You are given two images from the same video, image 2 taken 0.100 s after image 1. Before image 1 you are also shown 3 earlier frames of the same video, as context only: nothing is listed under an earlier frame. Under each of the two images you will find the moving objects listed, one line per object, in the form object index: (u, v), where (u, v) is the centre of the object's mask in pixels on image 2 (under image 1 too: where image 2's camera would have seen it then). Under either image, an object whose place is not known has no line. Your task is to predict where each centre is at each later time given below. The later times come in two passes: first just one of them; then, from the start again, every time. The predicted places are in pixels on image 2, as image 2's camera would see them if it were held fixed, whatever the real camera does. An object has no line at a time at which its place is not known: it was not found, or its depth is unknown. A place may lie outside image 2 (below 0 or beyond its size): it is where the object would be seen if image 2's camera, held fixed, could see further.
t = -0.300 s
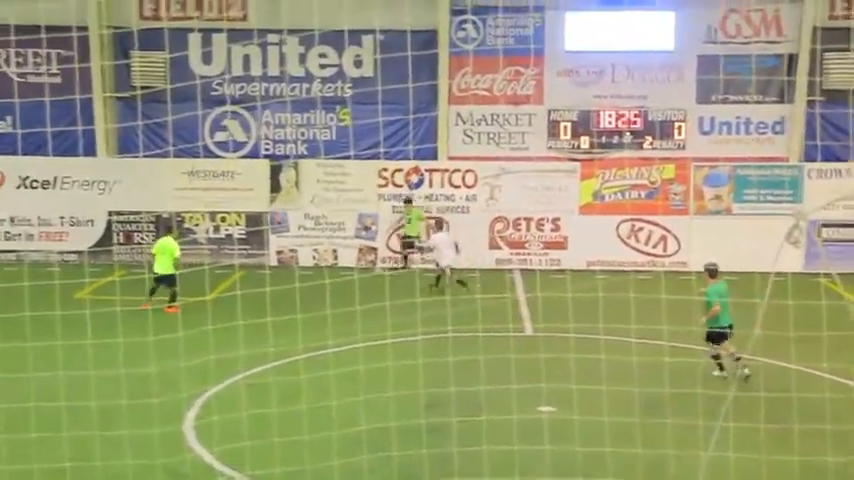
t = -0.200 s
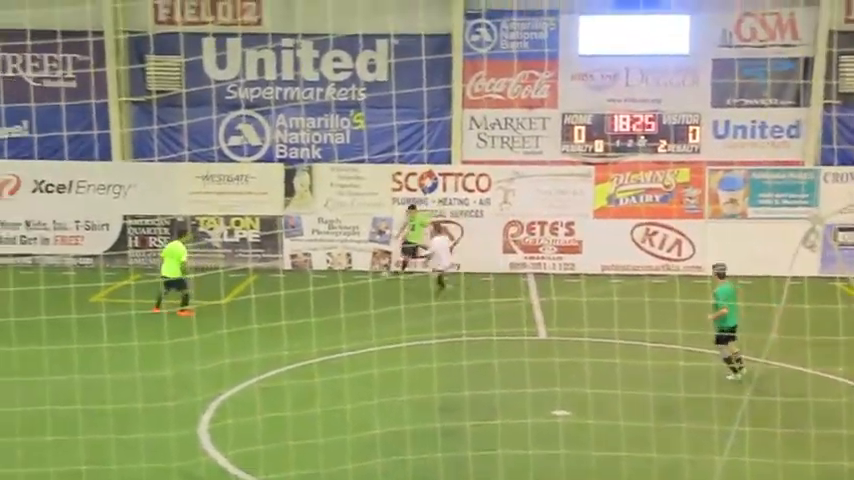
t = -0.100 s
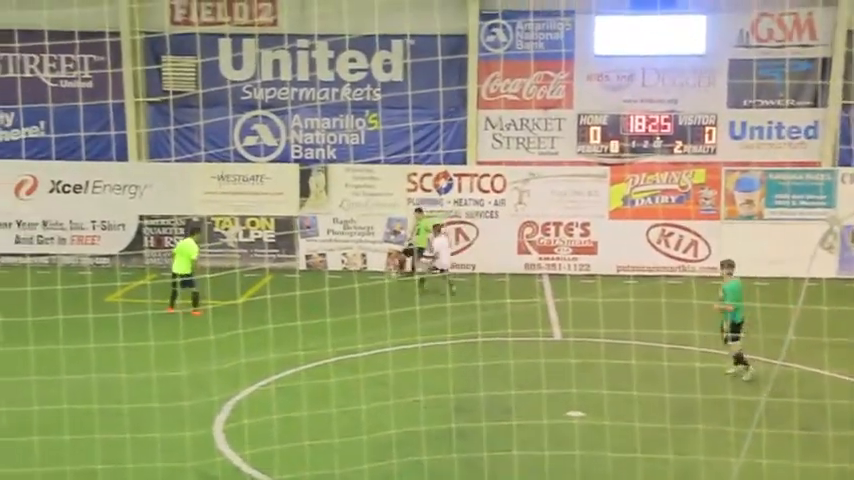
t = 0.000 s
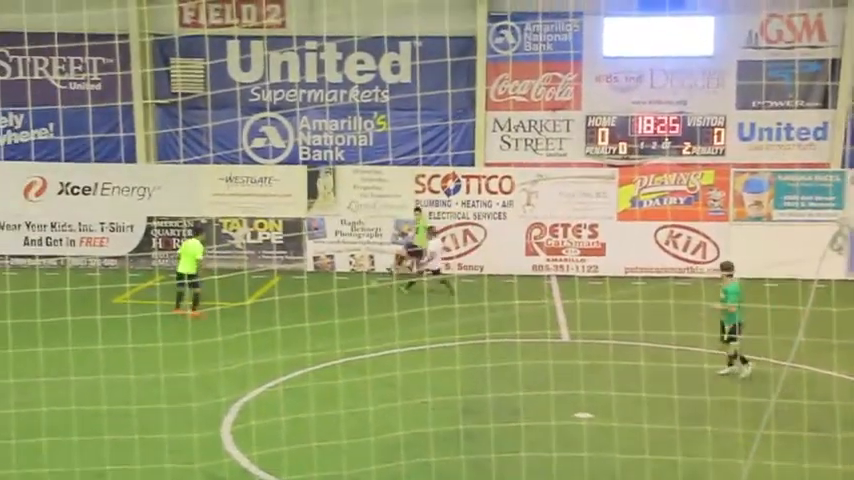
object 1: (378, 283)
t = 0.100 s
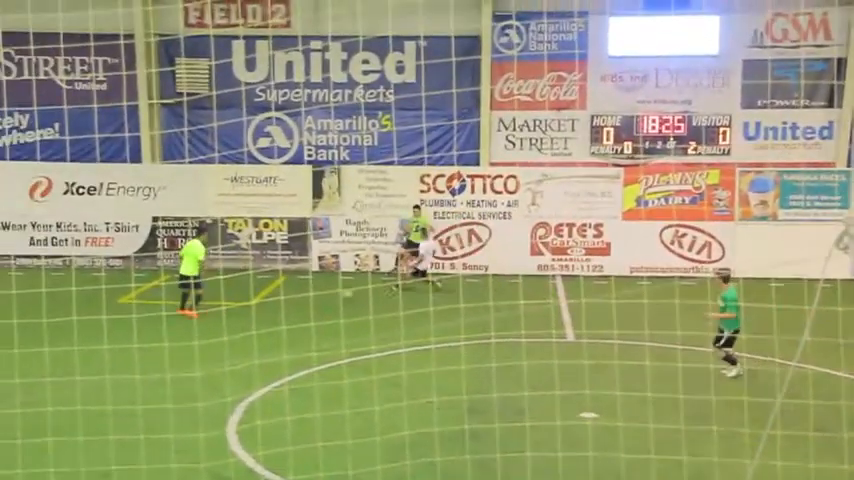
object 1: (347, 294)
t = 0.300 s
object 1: (280, 314)
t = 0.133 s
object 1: (335, 298)
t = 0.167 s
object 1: (325, 303)
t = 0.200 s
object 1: (314, 305)
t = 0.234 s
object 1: (303, 307)
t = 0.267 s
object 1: (293, 309)
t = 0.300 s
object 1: (280, 314)
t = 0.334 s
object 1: (269, 319)
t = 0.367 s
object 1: (251, 329)
